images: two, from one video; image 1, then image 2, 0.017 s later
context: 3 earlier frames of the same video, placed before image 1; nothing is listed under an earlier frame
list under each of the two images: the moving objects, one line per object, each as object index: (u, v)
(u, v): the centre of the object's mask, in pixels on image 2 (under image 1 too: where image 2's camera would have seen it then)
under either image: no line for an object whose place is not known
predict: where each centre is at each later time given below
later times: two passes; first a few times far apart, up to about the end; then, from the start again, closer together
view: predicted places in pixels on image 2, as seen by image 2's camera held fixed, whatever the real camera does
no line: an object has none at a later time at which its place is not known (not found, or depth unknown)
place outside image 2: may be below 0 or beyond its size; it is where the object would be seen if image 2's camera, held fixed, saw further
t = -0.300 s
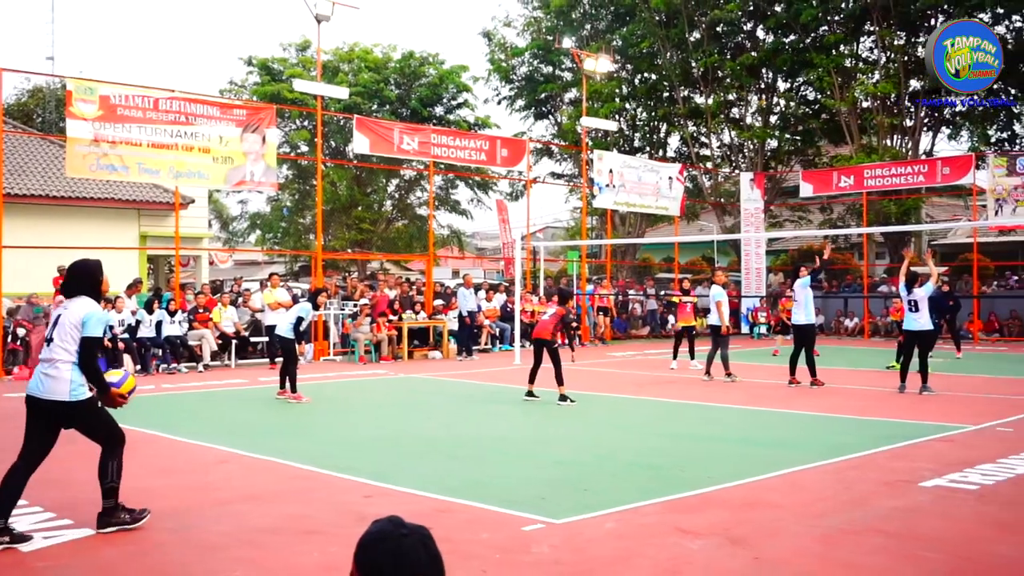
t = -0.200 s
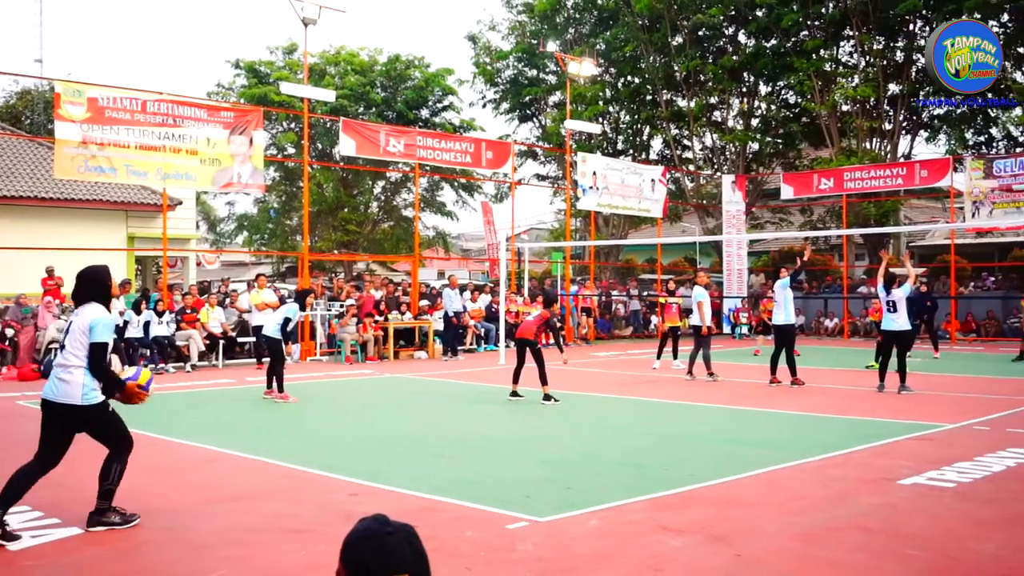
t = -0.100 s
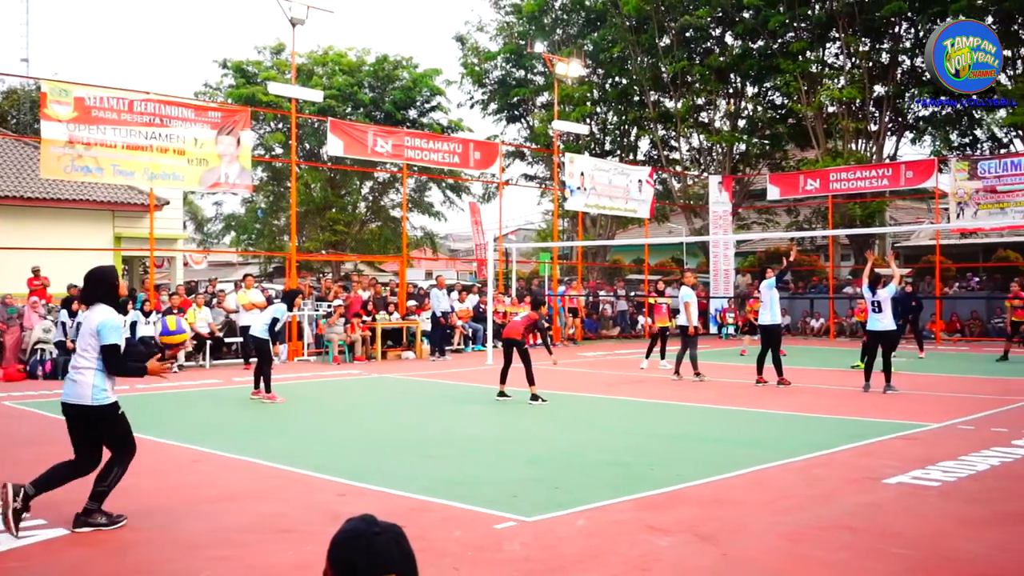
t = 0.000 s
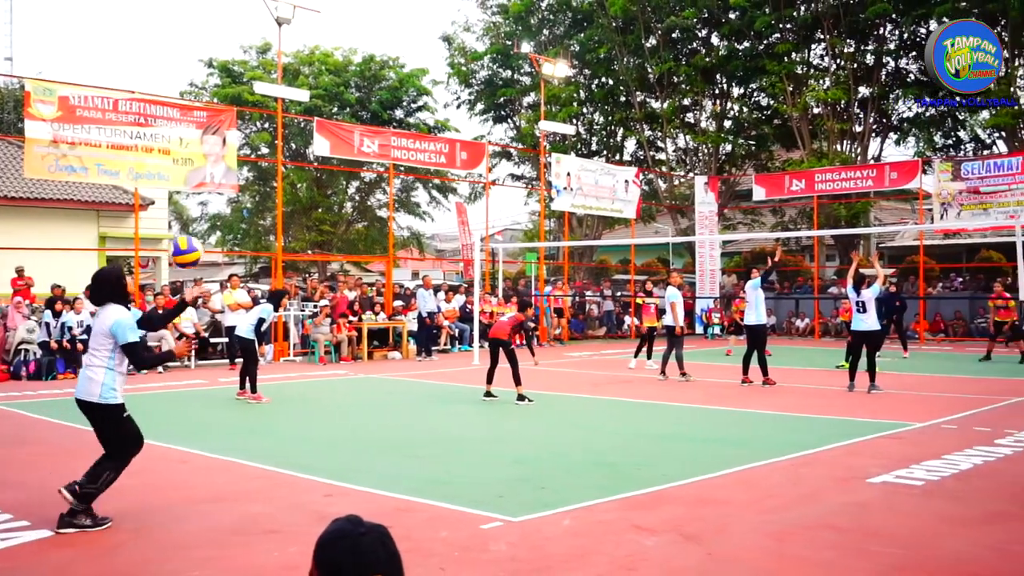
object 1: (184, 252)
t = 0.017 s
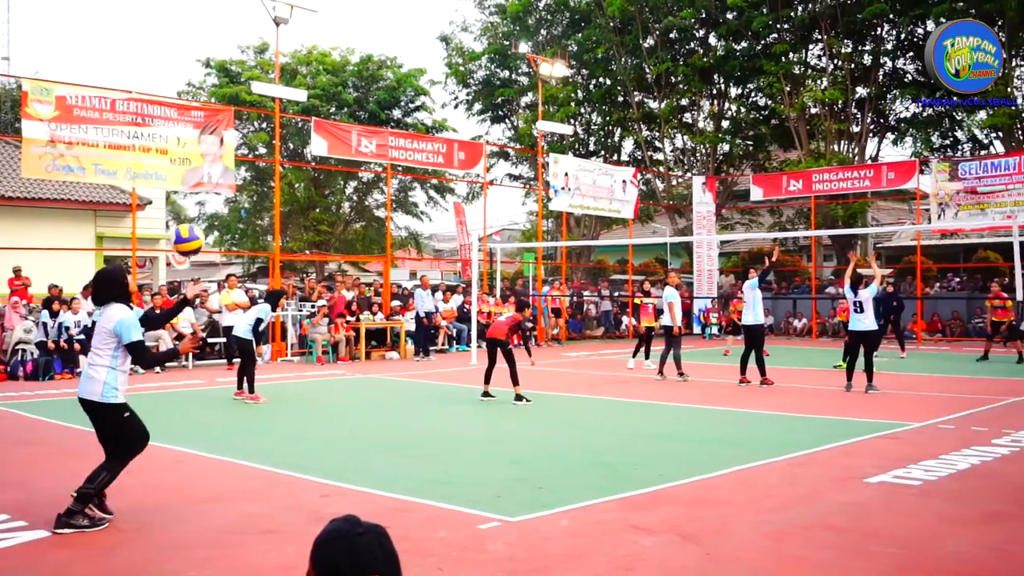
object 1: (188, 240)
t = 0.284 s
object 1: (253, 119)
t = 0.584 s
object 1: (322, 119)
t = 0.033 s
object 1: (192, 229)
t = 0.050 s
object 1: (196, 218)
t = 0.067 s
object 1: (200, 208)
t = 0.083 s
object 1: (204, 198)
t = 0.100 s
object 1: (208, 189)
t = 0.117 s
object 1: (212, 180)
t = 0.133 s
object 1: (216, 172)
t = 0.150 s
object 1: (221, 164)
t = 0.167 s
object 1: (225, 157)
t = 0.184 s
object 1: (230, 150)
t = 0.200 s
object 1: (233, 144)
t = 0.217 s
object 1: (237, 138)
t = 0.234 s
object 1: (242, 132)
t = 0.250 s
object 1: (245, 127)
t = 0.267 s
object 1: (249, 123)
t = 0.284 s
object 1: (253, 119)
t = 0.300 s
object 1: (257, 115)
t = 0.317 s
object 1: (260, 112)
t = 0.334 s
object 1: (264, 110)
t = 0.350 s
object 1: (268, 108)
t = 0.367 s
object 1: (272, 106)
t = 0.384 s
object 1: (276, 105)
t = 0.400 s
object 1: (280, 105)
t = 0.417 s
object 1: (283, 105)
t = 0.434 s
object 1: (287, 104)
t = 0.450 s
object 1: (292, 104)
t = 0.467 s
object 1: (296, 104)
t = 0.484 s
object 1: (300, 106)
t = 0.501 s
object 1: (303, 106)
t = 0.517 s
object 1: (307, 109)
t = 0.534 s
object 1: (311, 110)
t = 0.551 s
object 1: (315, 113)
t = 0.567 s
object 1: (318, 116)
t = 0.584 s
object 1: (322, 119)
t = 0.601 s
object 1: (325, 123)
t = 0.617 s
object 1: (329, 127)
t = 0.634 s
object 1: (333, 132)
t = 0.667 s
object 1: (340, 142)
